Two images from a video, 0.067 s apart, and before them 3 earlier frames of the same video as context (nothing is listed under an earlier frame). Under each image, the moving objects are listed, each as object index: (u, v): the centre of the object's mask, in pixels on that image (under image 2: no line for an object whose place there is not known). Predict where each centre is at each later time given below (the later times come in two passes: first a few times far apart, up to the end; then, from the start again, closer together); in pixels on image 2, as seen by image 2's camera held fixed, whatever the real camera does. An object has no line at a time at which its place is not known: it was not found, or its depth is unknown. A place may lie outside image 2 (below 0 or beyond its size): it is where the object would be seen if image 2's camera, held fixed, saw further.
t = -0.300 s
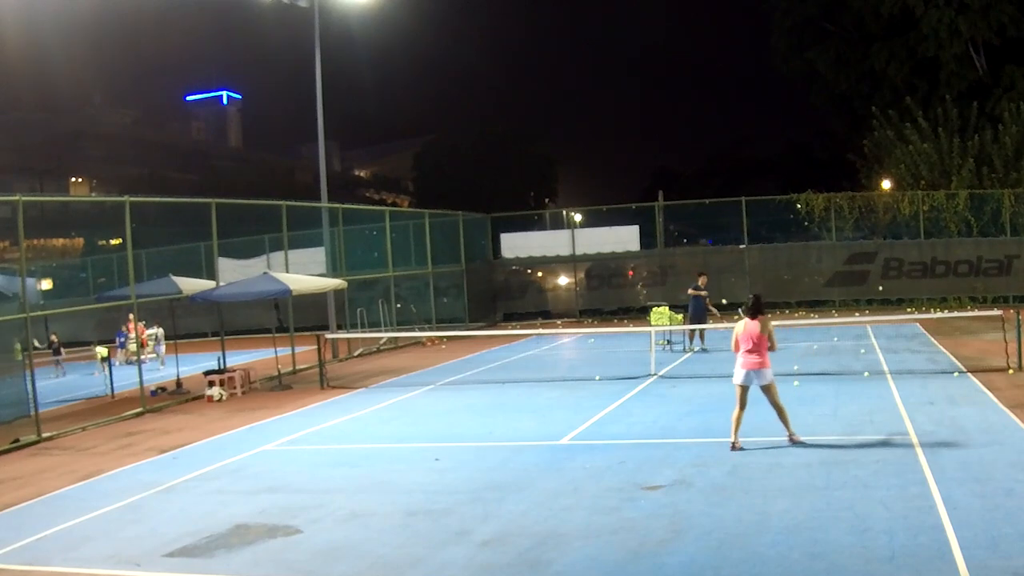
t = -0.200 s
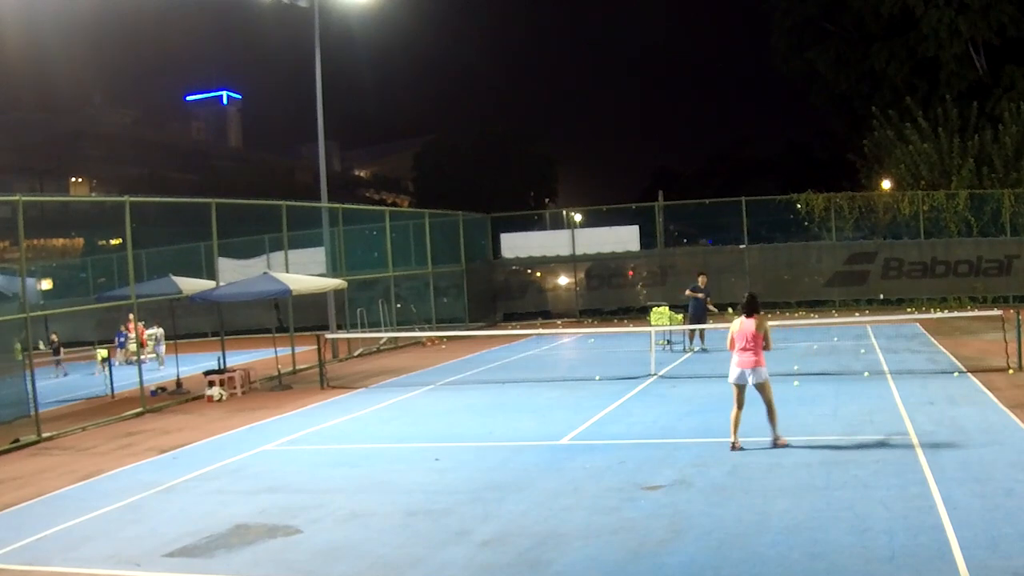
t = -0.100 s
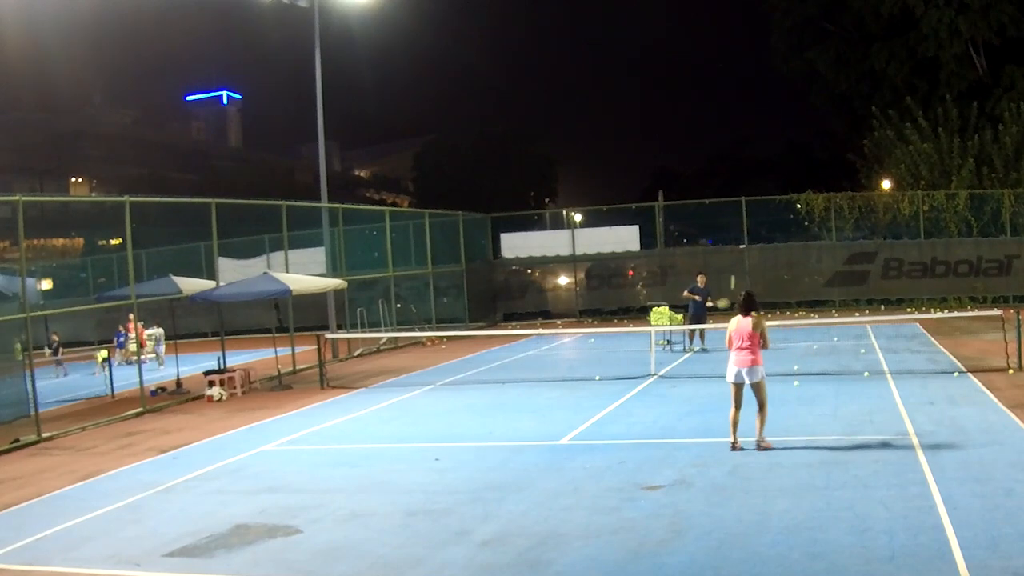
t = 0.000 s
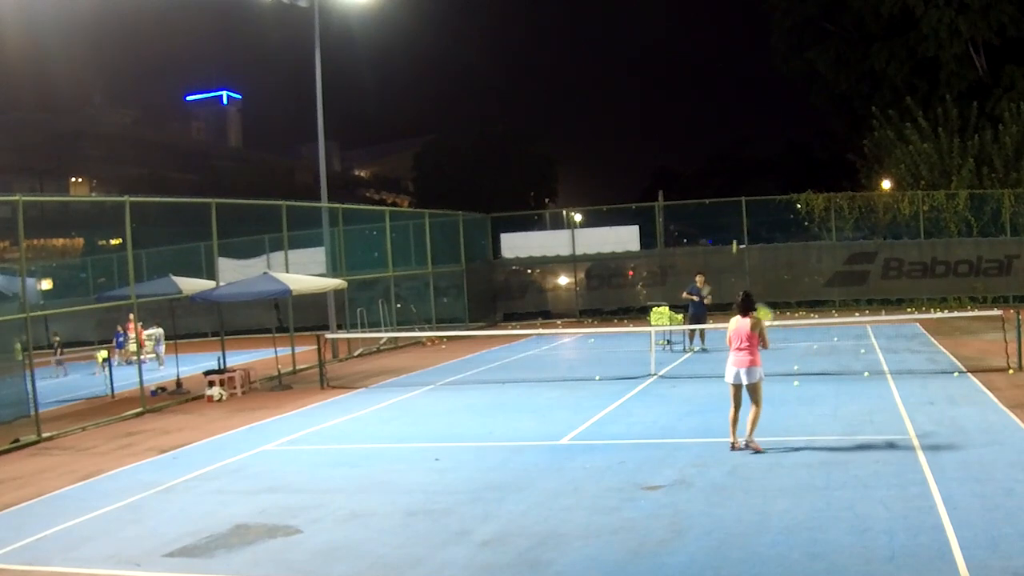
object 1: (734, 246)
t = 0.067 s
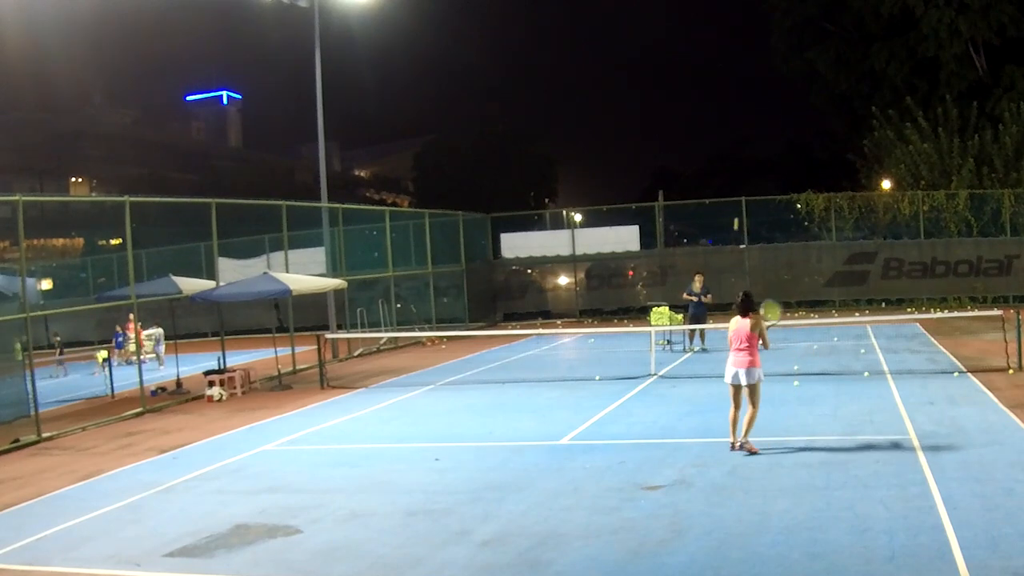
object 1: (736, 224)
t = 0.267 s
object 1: (741, 165)
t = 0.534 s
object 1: (752, 111)
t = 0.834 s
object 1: (771, 93)
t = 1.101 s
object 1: (795, 128)
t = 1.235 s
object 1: (811, 170)
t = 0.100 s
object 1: (736, 213)
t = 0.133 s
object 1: (737, 202)
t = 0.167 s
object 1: (738, 192)
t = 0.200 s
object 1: (739, 183)
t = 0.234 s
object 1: (740, 173)
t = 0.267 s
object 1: (741, 165)
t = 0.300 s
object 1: (742, 156)
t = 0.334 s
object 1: (741, 148)
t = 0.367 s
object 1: (743, 141)
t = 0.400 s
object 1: (745, 134)
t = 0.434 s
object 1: (747, 127)
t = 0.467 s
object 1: (748, 121)
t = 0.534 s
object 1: (752, 111)
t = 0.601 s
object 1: (756, 103)
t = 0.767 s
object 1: (766, 92)
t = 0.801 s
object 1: (768, 92)
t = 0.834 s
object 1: (771, 93)
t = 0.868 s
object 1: (774, 94)
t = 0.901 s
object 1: (776, 96)
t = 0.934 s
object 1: (779, 99)
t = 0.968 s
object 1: (782, 103)
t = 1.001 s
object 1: (785, 108)
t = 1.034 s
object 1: (788, 113)
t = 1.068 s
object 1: (792, 120)
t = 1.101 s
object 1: (795, 128)
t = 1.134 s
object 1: (799, 137)
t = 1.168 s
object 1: (803, 147)
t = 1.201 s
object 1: (807, 158)
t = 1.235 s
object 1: (811, 170)
